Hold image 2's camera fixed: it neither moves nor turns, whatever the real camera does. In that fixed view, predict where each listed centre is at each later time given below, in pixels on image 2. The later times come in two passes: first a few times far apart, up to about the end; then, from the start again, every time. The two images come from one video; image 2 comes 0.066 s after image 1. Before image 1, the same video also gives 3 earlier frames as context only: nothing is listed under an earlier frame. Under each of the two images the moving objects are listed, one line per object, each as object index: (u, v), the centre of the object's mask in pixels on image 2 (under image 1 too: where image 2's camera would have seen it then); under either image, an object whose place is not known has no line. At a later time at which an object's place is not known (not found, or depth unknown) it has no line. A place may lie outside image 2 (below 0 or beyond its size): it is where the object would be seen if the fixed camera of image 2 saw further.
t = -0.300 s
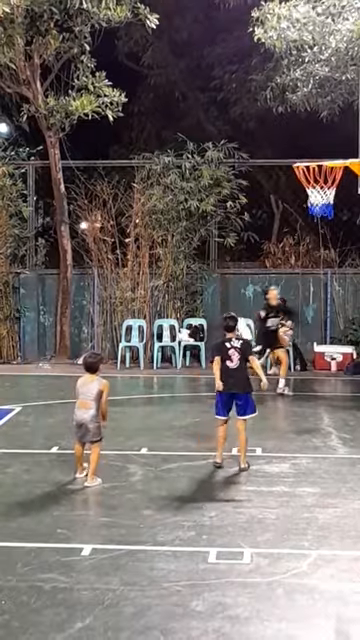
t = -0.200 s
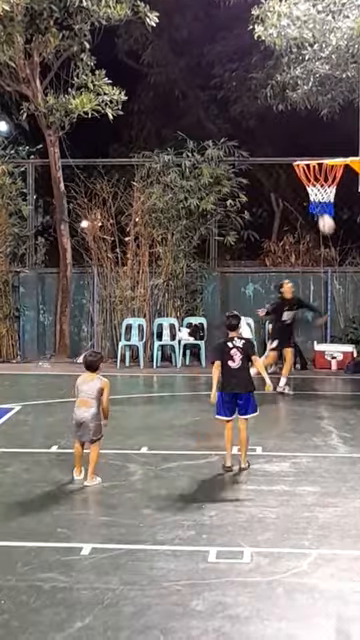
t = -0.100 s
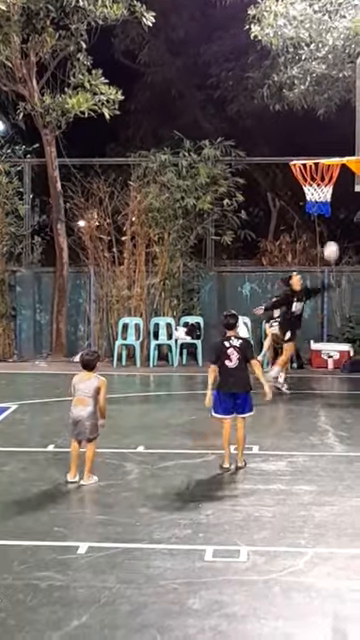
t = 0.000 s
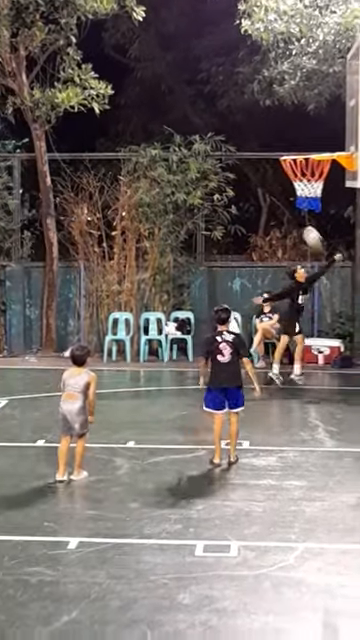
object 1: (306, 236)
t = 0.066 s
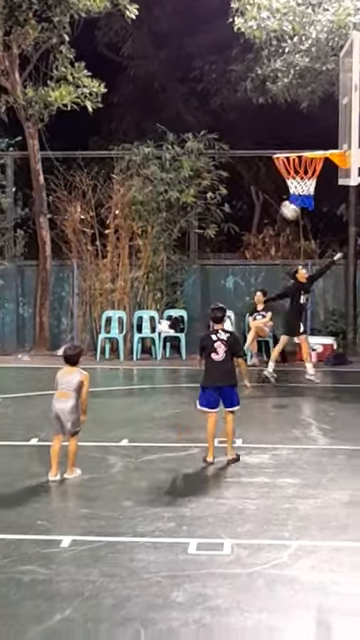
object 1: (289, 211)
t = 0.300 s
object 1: (235, 149)
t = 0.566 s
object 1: (169, 128)
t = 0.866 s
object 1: (93, 174)
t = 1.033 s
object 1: (52, 232)
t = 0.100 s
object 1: (281, 199)
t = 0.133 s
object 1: (274, 189)
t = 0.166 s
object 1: (266, 179)
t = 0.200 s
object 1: (258, 171)
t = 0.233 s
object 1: (250, 162)
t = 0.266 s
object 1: (243, 155)
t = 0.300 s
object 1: (235, 149)
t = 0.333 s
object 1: (226, 143)
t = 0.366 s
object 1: (218, 138)
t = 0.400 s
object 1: (210, 134)
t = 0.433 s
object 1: (202, 131)
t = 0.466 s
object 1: (194, 129)
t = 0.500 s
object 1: (186, 128)
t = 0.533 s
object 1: (178, 128)
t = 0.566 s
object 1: (169, 128)
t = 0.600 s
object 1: (161, 130)
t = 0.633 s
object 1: (153, 131)
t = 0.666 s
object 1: (144, 134)
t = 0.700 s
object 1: (135, 138)
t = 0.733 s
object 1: (127, 143)
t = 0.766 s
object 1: (118, 149)
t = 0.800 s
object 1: (110, 156)
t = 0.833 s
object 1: (102, 165)
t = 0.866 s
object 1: (93, 174)
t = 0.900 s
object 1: (85, 184)
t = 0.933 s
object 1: (77, 195)
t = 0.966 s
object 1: (69, 206)
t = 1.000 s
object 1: (60, 219)
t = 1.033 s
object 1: (52, 232)
